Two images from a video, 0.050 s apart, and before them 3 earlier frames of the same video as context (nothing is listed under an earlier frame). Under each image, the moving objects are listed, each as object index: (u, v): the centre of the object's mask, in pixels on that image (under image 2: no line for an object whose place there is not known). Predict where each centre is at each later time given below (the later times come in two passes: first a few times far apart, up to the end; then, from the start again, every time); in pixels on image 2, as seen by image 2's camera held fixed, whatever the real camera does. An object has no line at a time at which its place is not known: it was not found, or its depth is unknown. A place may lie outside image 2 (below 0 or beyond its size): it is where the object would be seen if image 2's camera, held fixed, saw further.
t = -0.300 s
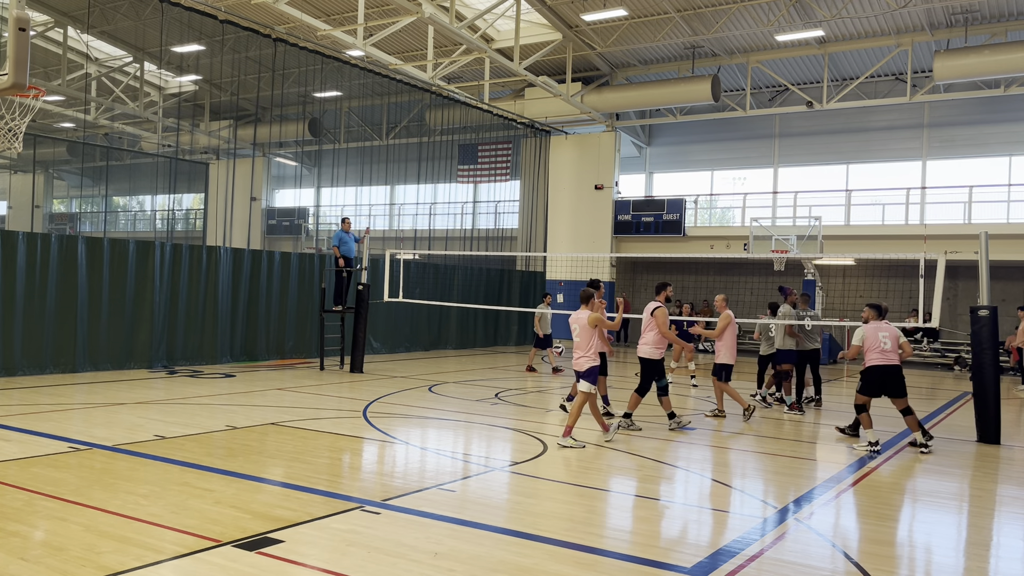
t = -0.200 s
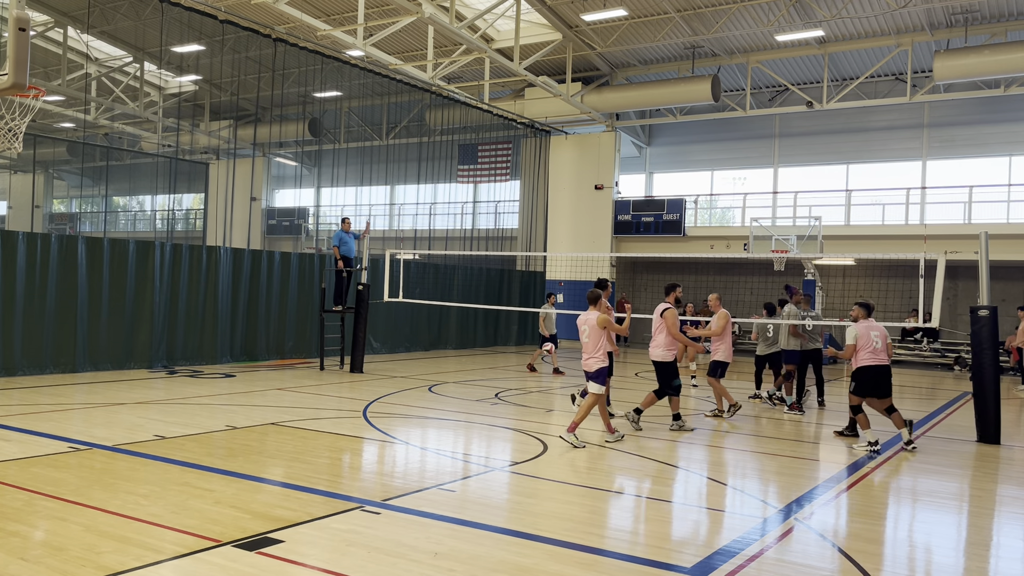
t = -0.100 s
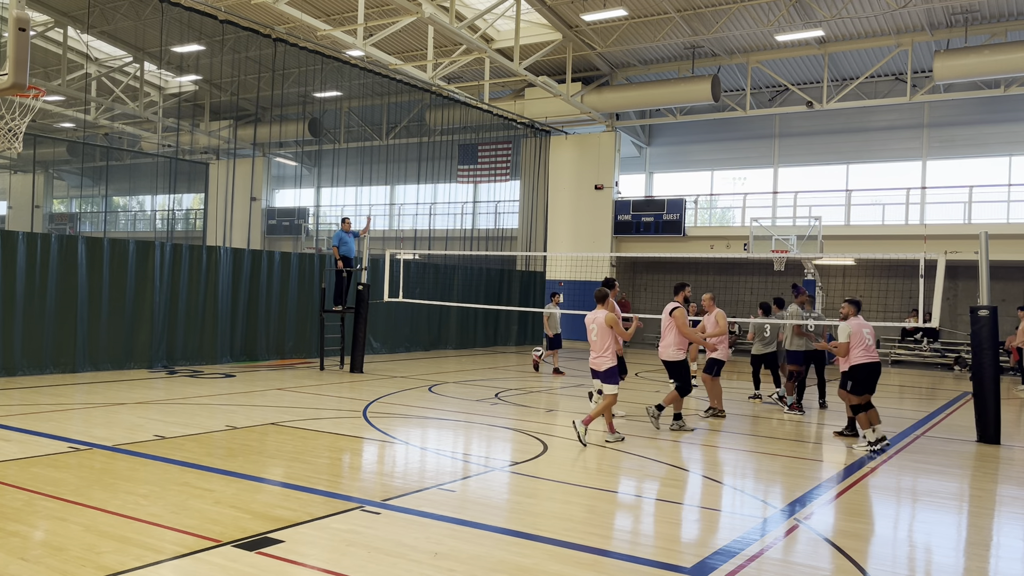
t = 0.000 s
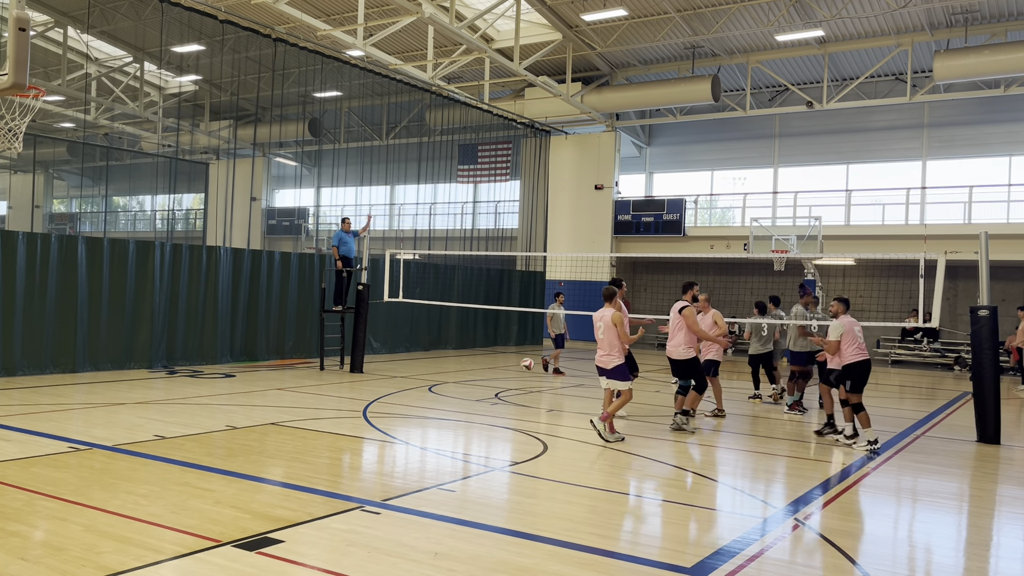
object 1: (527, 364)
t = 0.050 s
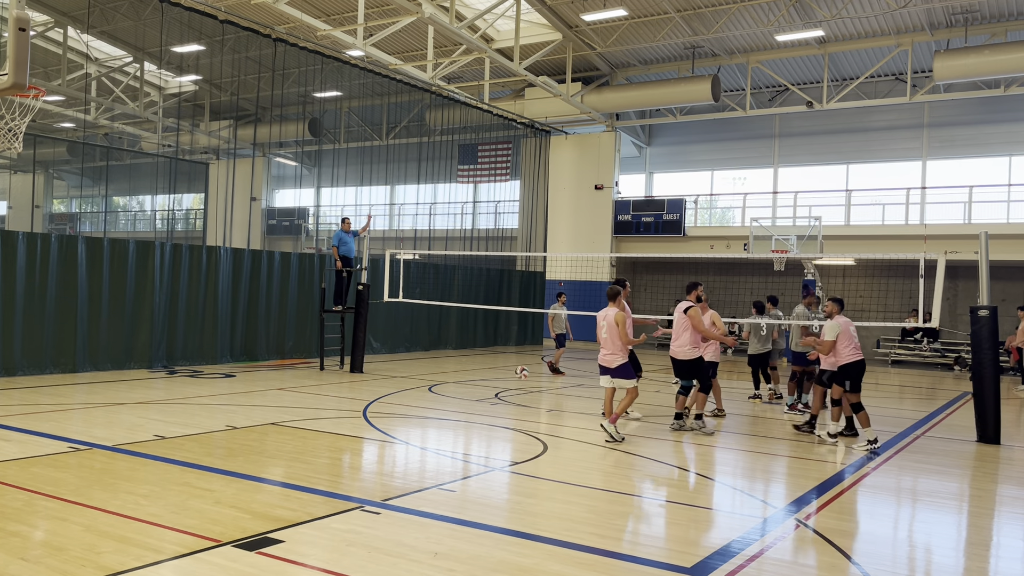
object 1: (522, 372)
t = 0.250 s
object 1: (499, 385)
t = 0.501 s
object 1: (470, 368)
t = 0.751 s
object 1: (437, 395)
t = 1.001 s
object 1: (403, 389)
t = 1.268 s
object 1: (364, 399)
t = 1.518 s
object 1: (322, 409)
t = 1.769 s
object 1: (275, 414)
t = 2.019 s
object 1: (224, 427)
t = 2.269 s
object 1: (167, 437)
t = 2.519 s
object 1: (103, 446)
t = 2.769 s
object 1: (29, 477)
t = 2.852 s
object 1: (8, 470)
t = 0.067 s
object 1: (520, 375)
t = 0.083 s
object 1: (518, 379)
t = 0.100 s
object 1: (516, 382)
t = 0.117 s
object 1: (514, 386)
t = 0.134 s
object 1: (511, 389)
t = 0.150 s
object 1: (509, 394)
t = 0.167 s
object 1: (507, 397)
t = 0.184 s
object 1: (505, 396)
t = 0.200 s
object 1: (503, 393)
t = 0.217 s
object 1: (502, 390)
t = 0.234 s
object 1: (501, 388)
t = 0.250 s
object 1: (499, 385)
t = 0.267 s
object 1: (497, 383)
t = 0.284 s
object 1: (496, 380)
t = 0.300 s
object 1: (494, 378)
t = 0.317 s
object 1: (492, 376)
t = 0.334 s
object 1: (490, 375)
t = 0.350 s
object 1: (488, 373)
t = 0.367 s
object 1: (486, 372)
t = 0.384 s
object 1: (485, 371)
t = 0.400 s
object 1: (483, 370)
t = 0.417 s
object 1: (481, 369)
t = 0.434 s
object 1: (479, 369)
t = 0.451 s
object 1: (476, 368)
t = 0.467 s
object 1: (475, 368)
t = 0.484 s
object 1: (473, 368)
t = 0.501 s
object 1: (470, 368)
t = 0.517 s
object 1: (469, 368)
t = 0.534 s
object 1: (467, 369)
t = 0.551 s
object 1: (464, 370)
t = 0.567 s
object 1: (462, 371)
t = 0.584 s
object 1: (460, 372)
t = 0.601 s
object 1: (458, 373)
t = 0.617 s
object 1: (456, 375)
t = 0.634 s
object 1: (454, 376)
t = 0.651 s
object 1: (451, 378)
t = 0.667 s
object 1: (449, 380)
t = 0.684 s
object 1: (447, 383)
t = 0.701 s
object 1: (445, 386)
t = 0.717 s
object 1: (443, 388)
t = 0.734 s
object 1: (440, 391)
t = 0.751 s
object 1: (437, 395)
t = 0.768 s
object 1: (435, 398)
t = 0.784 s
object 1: (433, 402)
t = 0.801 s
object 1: (430, 406)
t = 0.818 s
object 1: (428, 410)
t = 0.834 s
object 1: (425, 409)
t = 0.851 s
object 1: (423, 406)
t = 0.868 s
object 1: (421, 403)
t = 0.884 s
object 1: (419, 401)
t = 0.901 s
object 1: (417, 399)
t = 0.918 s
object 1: (415, 396)
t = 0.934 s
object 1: (413, 395)
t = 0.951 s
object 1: (410, 393)
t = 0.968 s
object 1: (408, 391)
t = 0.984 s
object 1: (406, 390)
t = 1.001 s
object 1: (403, 389)
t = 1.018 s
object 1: (402, 388)
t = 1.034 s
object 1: (400, 387)
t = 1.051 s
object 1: (397, 386)
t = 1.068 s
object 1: (394, 386)
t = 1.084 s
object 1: (392, 385)
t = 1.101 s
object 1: (390, 386)
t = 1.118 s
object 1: (387, 386)
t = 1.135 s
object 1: (385, 386)
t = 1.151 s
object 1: (383, 387)
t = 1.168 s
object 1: (380, 388)
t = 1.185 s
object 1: (377, 389)
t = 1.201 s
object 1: (375, 391)
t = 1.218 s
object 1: (372, 393)
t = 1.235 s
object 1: (370, 395)
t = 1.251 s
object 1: (367, 397)
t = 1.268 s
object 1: (364, 399)
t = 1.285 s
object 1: (361, 402)
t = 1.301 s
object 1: (358, 405)
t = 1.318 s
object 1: (355, 408)
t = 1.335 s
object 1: (353, 411)
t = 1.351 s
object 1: (350, 415)
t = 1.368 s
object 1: (347, 419)
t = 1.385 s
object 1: (344, 423)
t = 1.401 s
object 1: (341, 425)
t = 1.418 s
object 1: (338, 422)
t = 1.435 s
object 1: (336, 420)
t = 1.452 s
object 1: (333, 417)
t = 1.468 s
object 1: (330, 415)
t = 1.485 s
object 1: (328, 413)
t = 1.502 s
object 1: (325, 411)
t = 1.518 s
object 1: (322, 409)
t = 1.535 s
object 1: (319, 408)
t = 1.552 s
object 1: (316, 407)
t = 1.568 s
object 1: (313, 406)
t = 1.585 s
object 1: (310, 405)
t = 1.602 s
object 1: (307, 405)
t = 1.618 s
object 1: (304, 404)
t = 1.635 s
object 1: (301, 404)
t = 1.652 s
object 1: (298, 405)
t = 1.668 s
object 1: (295, 405)
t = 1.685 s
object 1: (292, 406)
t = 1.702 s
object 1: (289, 407)
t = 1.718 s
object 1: (286, 408)
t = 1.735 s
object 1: (283, 410)
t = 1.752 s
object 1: (279, 412)
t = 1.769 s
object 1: (275, 414)
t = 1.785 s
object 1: (272, 416)
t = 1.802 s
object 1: (269, 419)
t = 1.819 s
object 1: (266, 421)
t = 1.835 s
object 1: (262, 424)
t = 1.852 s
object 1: (258, 428)
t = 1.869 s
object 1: (255, 432)
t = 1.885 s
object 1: (251, 436)
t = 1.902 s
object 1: (248, 441)
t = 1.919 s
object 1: (244, 440)
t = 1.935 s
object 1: (241, 437)
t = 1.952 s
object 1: (238, 434)
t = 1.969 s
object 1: (235, 432)
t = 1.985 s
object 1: (231, 430)
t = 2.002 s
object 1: (228, 428)
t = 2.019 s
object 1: (224, 427)
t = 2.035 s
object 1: (221, 426)
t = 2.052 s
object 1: (217, 424)
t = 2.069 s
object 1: (214, 423)
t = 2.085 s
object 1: (210, 423)
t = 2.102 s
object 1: (207, 423)
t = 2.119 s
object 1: (203, 423)
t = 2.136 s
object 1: (199, 424)
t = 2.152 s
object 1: (195, 424)
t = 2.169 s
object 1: (191, 425)
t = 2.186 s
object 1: (187, 426)
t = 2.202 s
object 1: (184, 428)
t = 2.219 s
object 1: (180, 429)
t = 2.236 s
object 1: (176, 432)
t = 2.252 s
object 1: (172, 434)
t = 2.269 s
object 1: (167, 437)
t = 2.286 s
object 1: (164, 440)
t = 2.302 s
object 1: (159, 443)
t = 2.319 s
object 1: (155, 447)
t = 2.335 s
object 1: (151, 451)
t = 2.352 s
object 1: (146, 455)
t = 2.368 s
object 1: (142, 460)
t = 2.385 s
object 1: (138, 457)
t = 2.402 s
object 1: (134, 454)
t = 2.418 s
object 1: (129, 452)
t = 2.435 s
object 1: (125, 451)
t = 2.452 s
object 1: (121, 449)
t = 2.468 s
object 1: (117, 448)
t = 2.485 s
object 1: (112, 447)
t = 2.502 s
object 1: (108, 446)
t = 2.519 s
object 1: (103, 446)
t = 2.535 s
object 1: (98, 446)
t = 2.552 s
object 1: (94, 447)
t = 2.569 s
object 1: (89, 447)
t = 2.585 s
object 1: (85, 448)
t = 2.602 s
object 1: (80, 450)
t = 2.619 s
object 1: (75, 451)
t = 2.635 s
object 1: (70, 453)
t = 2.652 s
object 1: (65, 455)
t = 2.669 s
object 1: (60, 458)
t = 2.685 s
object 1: (54, 461)
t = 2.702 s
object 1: (50, 465)
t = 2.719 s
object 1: (44, 468)
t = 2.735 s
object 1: (39, 473)
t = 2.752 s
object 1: (34, 478)
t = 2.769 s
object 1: (29, 477)
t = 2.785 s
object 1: (24, 474)
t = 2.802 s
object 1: (19, 472)
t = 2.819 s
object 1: (14, 472)
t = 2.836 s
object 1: (11, 470)
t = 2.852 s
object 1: (8, 470)
